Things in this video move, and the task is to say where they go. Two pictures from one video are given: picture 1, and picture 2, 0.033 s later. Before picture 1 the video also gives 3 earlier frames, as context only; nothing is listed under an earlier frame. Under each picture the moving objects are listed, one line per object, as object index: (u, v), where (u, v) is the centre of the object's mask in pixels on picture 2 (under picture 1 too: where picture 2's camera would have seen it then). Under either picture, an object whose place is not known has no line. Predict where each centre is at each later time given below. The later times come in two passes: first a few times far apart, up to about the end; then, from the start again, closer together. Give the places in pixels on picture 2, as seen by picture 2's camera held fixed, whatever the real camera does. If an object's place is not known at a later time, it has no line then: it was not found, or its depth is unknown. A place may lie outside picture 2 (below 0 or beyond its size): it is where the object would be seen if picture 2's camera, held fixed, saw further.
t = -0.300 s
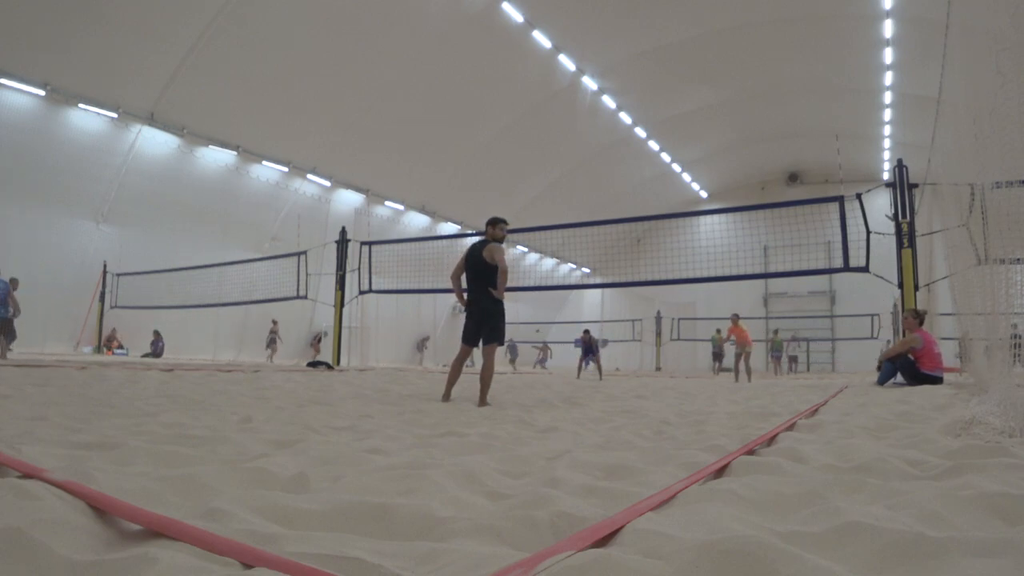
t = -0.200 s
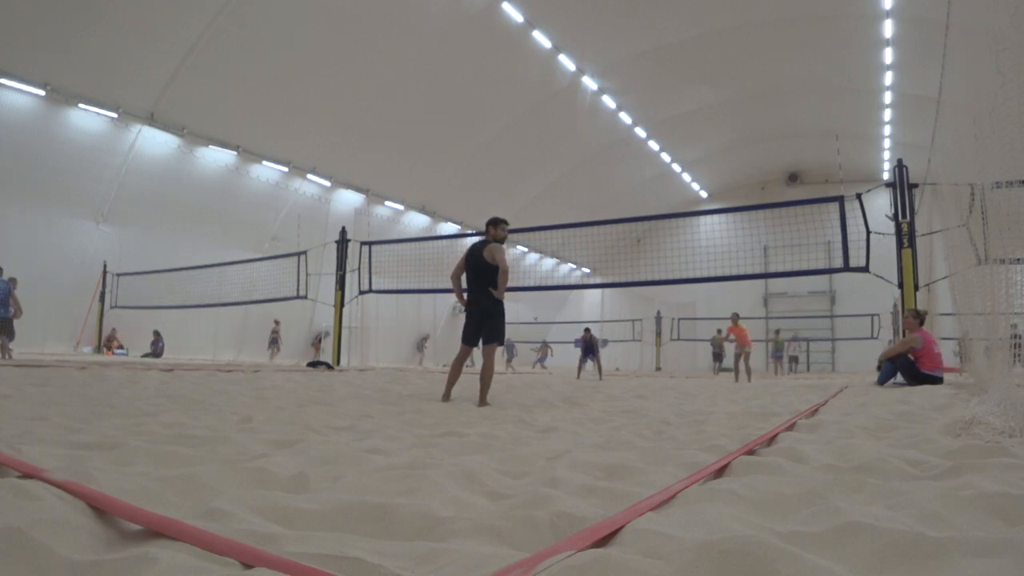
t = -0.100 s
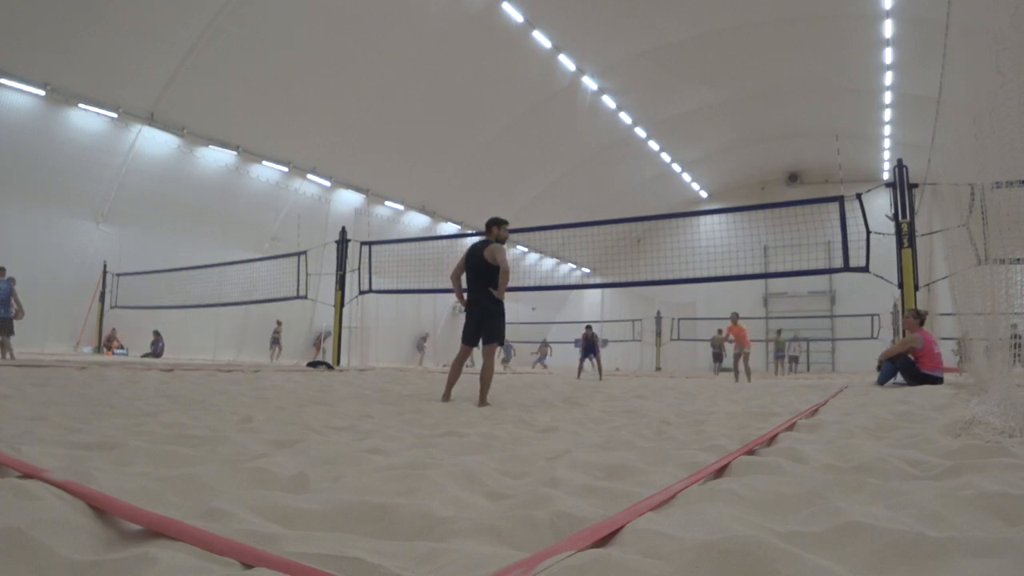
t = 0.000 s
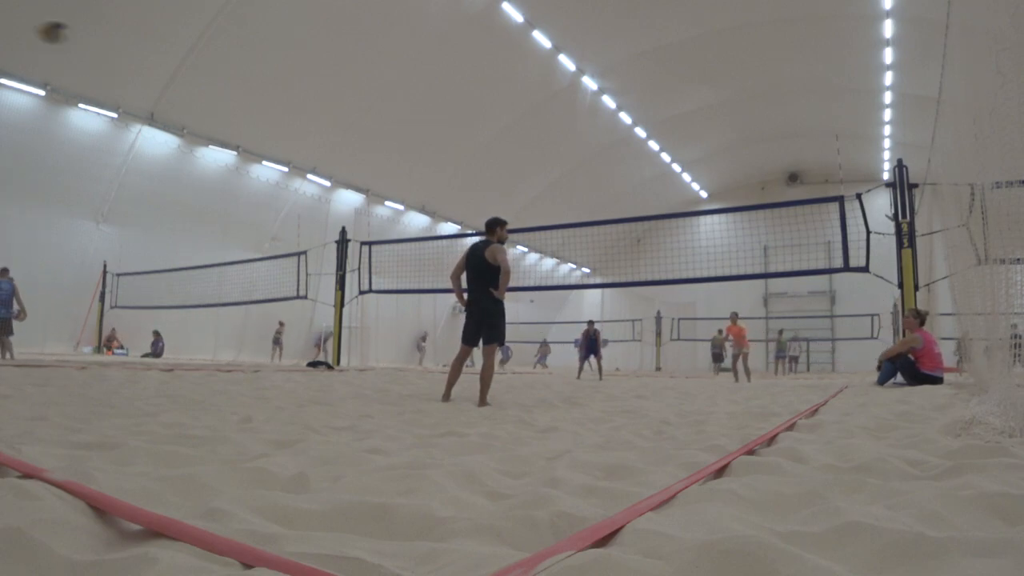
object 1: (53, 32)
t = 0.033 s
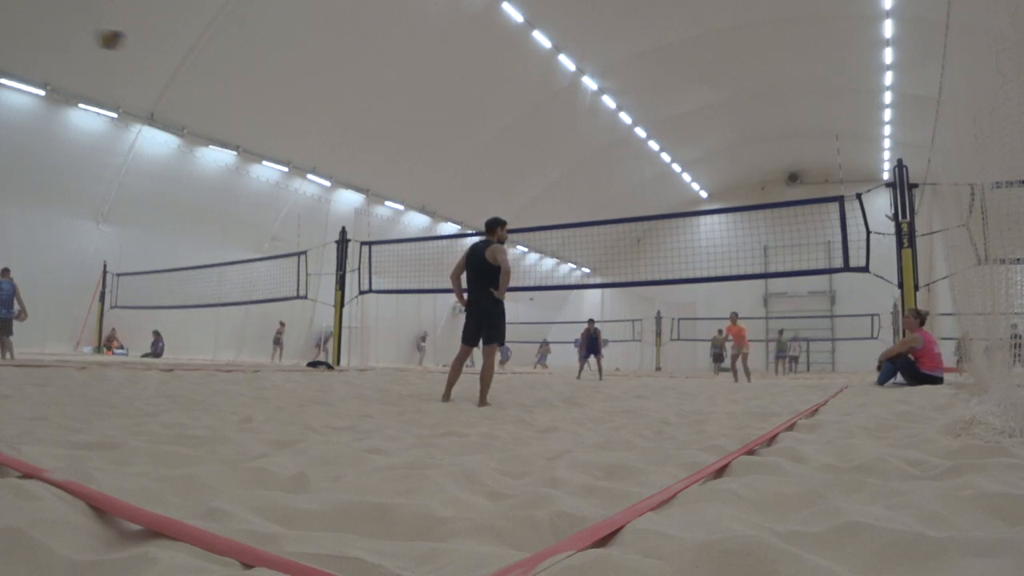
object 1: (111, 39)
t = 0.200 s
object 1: (317, 80)
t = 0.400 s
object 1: (461, 135)
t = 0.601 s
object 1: (549, 193)
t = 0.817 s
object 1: (609, 250)
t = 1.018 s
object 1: (649, 305)
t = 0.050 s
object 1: (137, 43)
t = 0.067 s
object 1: (160, 46)
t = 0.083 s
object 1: (184, 51)
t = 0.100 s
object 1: (206, 55)
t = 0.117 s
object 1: (227, 59)
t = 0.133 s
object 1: (248, 63)
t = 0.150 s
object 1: (267, 67)
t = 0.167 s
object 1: (284, 71)
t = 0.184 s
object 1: (301, 75)
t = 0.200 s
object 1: (317, 80)
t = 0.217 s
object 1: (333, 84)
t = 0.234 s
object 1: (347, 88)
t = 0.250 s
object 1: (361, 93)
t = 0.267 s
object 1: (375, 98)
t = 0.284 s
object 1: (387, 102)
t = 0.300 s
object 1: (400, 107)
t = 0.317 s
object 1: (412, 111)
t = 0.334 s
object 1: (422, 116)
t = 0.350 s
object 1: (432, 121)
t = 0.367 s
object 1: (443, 125)
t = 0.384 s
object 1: (453, 130)
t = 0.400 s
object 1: (461, 135)
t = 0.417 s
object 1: (470, 140)
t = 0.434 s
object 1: (479, 145)
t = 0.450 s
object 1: (487, 149)
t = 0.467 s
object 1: (495, 154)
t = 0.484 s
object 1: (503, 160)
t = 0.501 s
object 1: (510, 164)
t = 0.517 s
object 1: (518, 169)
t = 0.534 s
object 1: (525, 174)
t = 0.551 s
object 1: (531, 179)
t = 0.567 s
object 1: (537, 184)
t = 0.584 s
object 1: (543, 189)
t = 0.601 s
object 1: (549, 193)
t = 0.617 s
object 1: (554, 198)
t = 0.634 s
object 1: (559, 202)
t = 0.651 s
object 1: (564, 207)
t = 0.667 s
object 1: (569, 211)
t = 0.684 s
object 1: (574, 215)
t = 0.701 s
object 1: (579, 218)
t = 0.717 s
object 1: (583, 220)
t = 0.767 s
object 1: (597, 237)
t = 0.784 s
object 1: (601, 241)
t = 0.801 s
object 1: (605, 246)
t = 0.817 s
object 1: (609, 250)
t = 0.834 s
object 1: (613, 255)
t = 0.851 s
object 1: (616, 259)
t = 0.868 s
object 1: (620, 264)
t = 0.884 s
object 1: (624, 269)
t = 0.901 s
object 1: (627, 273)
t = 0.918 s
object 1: (630, 277)
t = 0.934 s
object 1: (635, 280)
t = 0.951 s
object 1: (637, 288)
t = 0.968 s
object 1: (640, 291)
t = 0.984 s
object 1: (643, 296)
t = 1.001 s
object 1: (646, 301)
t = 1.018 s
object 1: (649, 305)
